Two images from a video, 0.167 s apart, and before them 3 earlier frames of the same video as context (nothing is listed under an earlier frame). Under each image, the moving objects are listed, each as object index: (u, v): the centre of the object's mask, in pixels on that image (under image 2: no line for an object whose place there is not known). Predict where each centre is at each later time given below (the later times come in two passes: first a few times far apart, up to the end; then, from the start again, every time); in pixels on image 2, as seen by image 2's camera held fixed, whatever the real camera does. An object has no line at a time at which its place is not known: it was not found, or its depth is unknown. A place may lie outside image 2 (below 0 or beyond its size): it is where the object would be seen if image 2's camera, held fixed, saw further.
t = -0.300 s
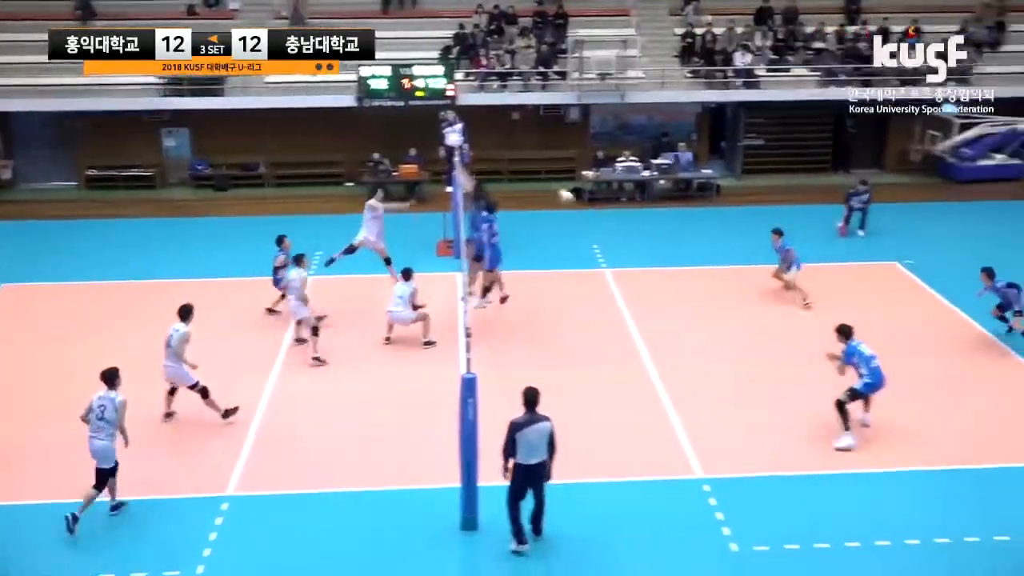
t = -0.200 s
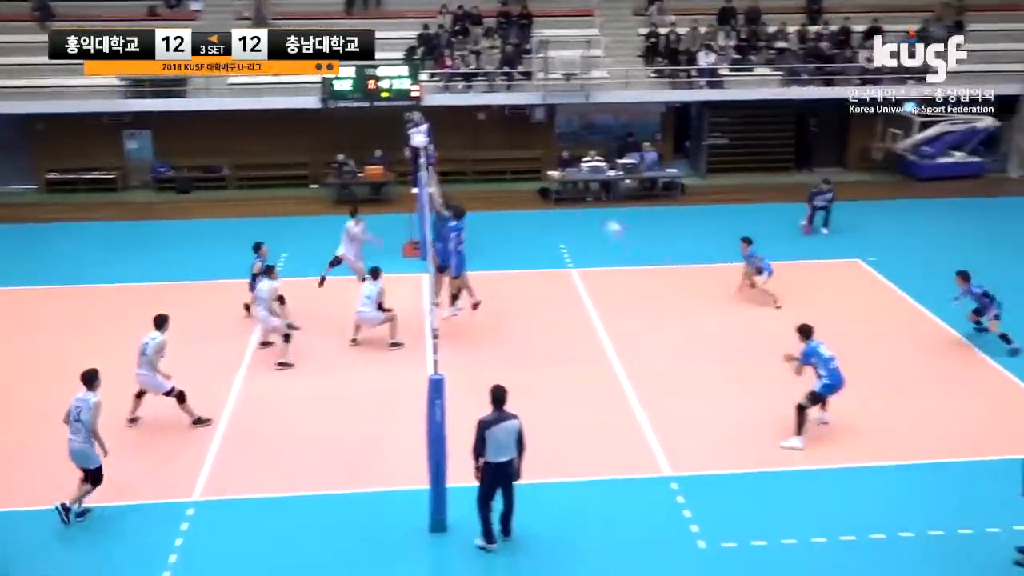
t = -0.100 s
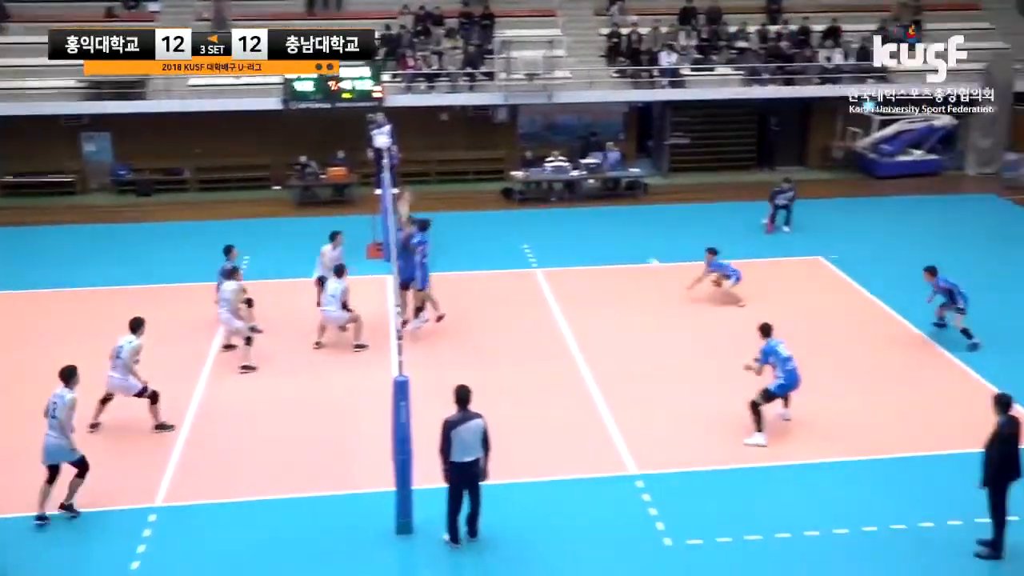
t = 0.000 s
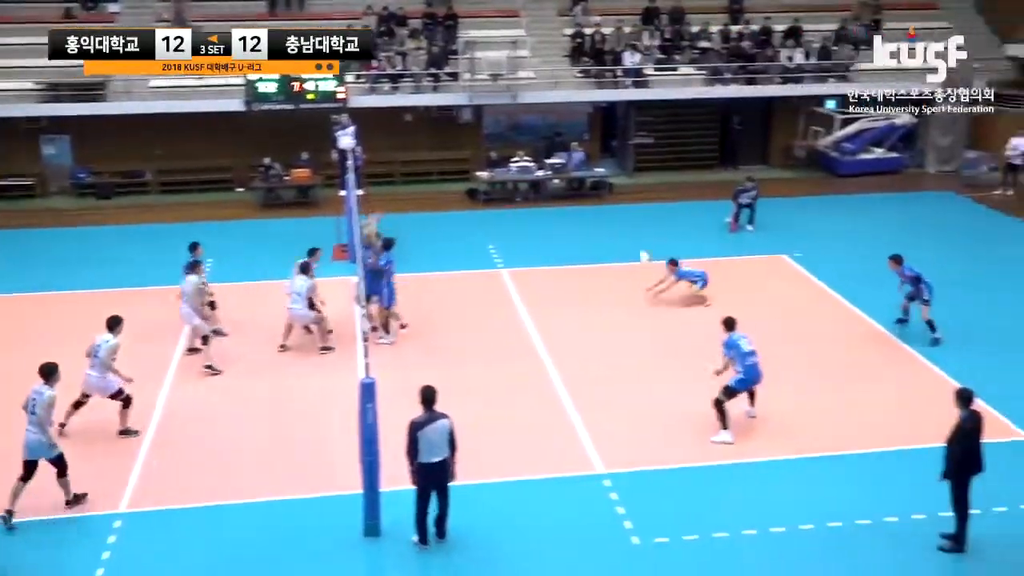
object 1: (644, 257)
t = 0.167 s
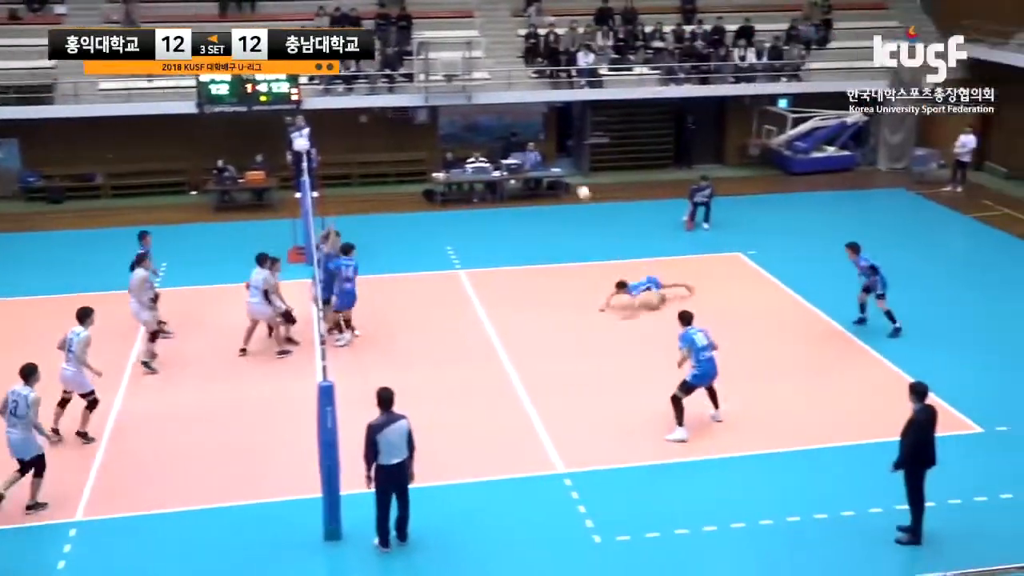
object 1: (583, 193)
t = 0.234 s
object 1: (577, 170)
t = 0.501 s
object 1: (551, 95)
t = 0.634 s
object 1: (538, 70)
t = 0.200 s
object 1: (580, 181)
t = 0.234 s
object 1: (577, 170)
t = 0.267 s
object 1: (573, 158)
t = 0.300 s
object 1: (570, 147)
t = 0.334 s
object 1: (567, 138)
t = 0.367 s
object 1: (563, 128)
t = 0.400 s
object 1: (560, 119)
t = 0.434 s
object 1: (556, 110)
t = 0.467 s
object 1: (553, 103)
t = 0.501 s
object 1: (551, 95)
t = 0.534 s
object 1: (547, 87)
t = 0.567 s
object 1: (544, 81)
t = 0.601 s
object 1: (540, 74)
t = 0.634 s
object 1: (538, 70)
